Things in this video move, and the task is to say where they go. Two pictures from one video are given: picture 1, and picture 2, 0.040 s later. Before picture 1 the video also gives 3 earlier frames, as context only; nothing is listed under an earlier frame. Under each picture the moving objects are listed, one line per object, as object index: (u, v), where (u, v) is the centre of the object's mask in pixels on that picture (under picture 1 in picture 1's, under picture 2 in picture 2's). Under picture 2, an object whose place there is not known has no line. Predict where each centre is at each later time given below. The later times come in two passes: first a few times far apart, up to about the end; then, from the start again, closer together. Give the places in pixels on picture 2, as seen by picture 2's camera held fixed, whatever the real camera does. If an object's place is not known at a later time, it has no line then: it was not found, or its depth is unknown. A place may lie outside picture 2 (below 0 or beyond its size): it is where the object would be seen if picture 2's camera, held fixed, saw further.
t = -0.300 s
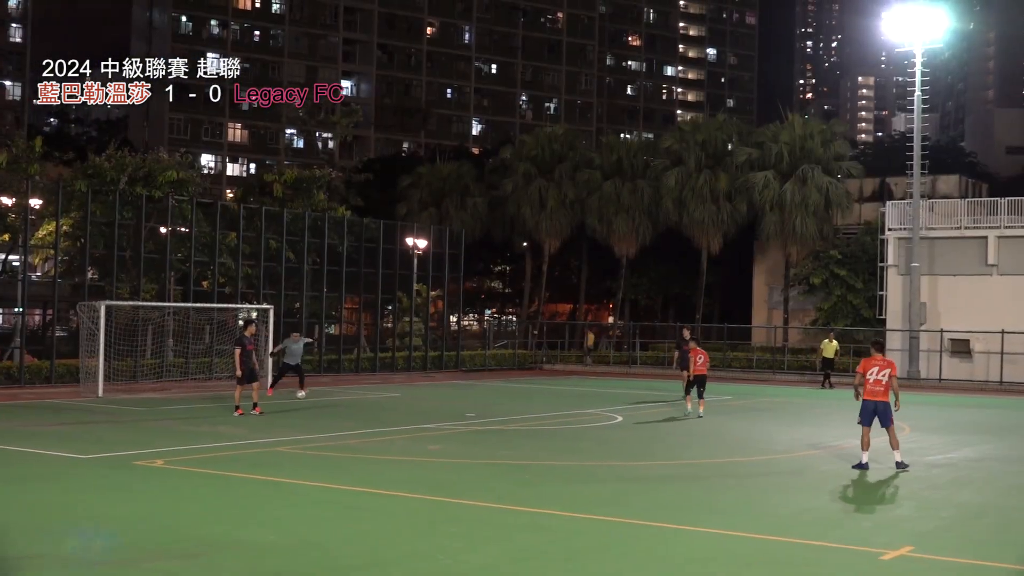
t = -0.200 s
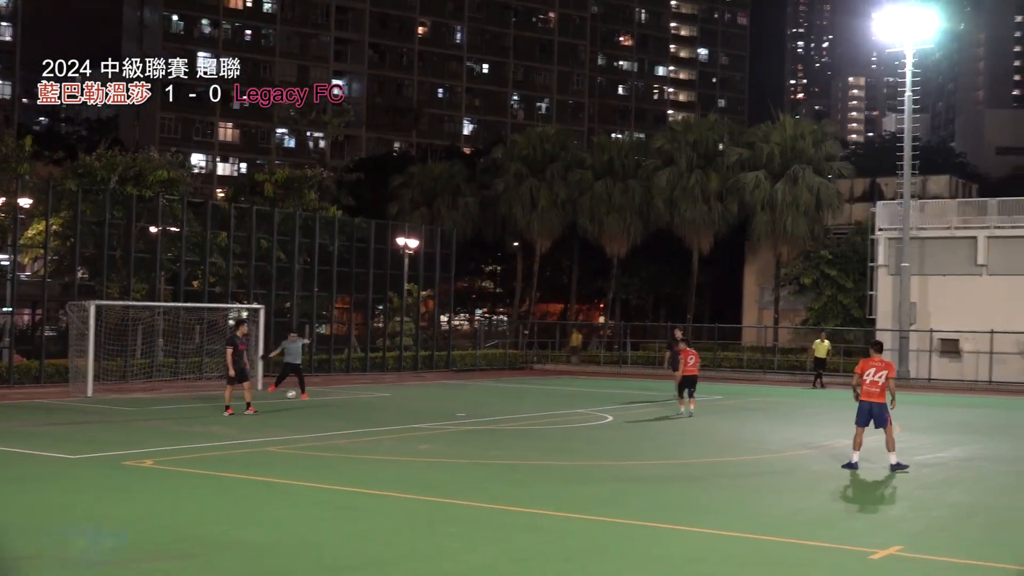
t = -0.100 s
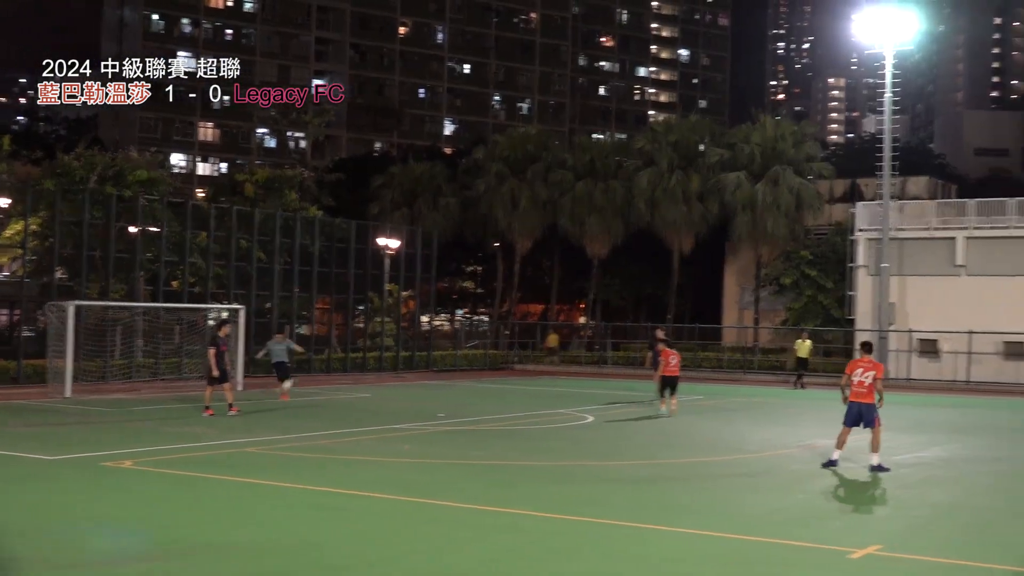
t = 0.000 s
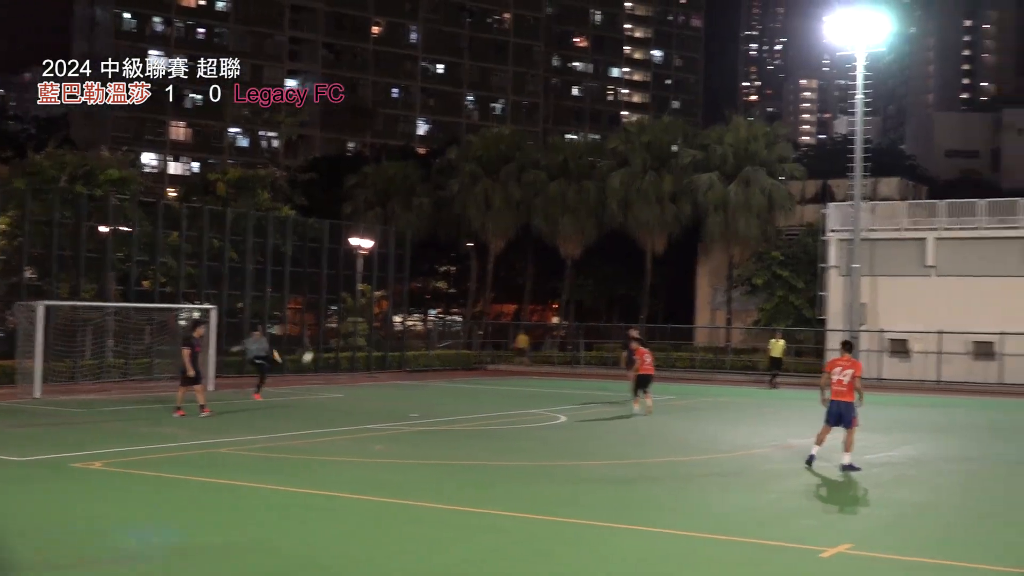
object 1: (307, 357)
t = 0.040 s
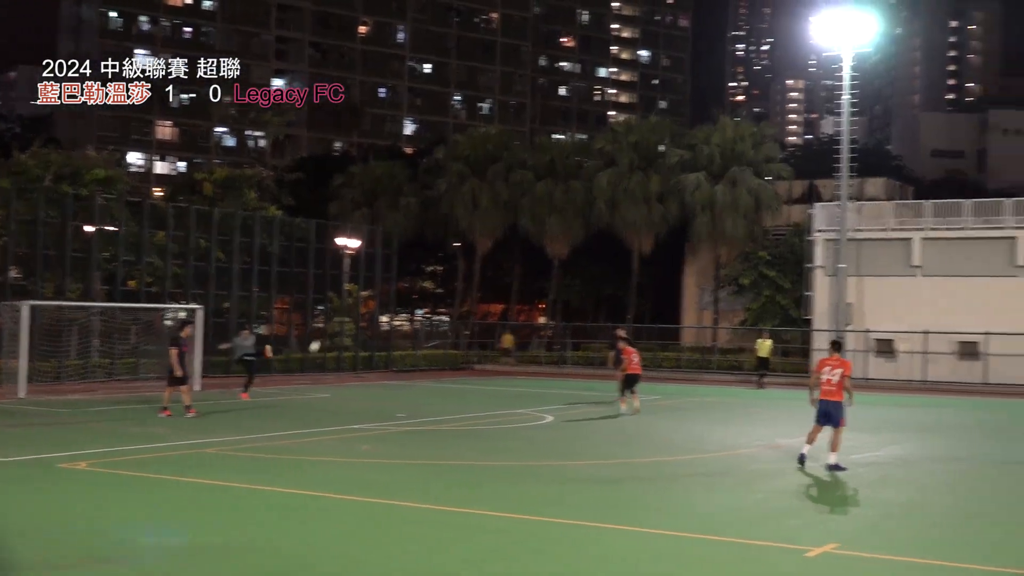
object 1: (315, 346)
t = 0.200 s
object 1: (405, 304)
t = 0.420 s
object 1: (554, 250)
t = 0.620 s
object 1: (721, 210)
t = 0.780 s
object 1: (887, 183)
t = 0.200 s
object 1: (405, 304)
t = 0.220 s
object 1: (417, 299)
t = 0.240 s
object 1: (430, 293)
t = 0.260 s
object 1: (443, 288)
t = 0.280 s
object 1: (456, 283)
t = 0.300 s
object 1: (469, 278)
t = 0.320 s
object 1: (483, 273)
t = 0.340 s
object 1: (497, 268)
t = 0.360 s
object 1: (510, 264)
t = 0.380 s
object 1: (525, 259)
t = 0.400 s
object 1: (539, 254)
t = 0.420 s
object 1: (554, 250)
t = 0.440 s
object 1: (569, 245)
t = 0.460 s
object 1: (585, 241)
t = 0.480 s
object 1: (601, 237)
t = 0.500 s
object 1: (617, 233)
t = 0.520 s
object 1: (633, 229)
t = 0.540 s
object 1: (650, 225)
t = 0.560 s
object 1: (667, 221)
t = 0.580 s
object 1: (685, 218)
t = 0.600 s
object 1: (703, 214)
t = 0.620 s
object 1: (721, 210)
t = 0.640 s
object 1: (740, 206)
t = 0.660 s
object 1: (760, 203)
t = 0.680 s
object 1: (779, 199)
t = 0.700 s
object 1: (800, 196)
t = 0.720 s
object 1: (820, 193)
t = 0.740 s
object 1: (842, 189)
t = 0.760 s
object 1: (864, 186)
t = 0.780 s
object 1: (887, 183)
